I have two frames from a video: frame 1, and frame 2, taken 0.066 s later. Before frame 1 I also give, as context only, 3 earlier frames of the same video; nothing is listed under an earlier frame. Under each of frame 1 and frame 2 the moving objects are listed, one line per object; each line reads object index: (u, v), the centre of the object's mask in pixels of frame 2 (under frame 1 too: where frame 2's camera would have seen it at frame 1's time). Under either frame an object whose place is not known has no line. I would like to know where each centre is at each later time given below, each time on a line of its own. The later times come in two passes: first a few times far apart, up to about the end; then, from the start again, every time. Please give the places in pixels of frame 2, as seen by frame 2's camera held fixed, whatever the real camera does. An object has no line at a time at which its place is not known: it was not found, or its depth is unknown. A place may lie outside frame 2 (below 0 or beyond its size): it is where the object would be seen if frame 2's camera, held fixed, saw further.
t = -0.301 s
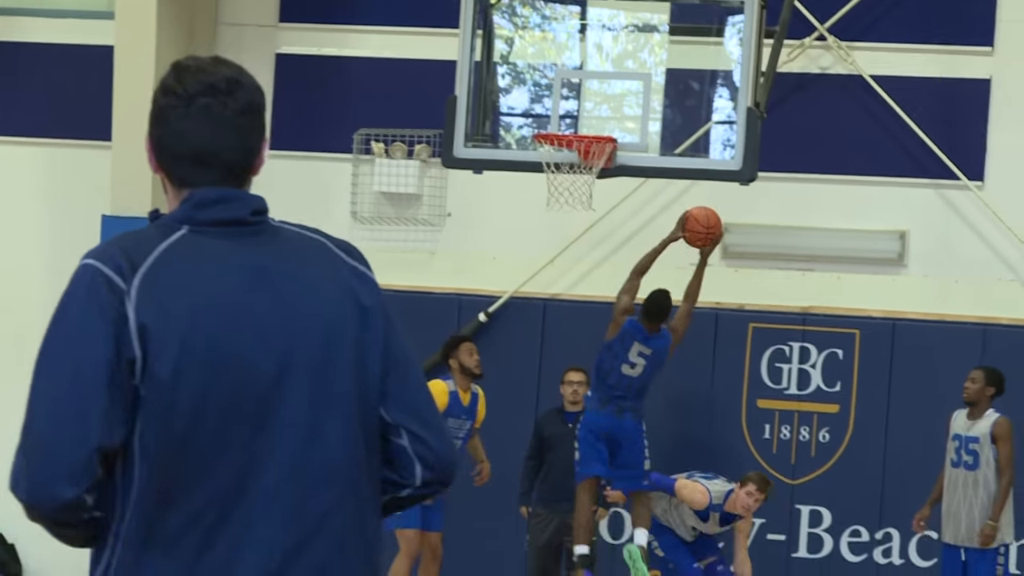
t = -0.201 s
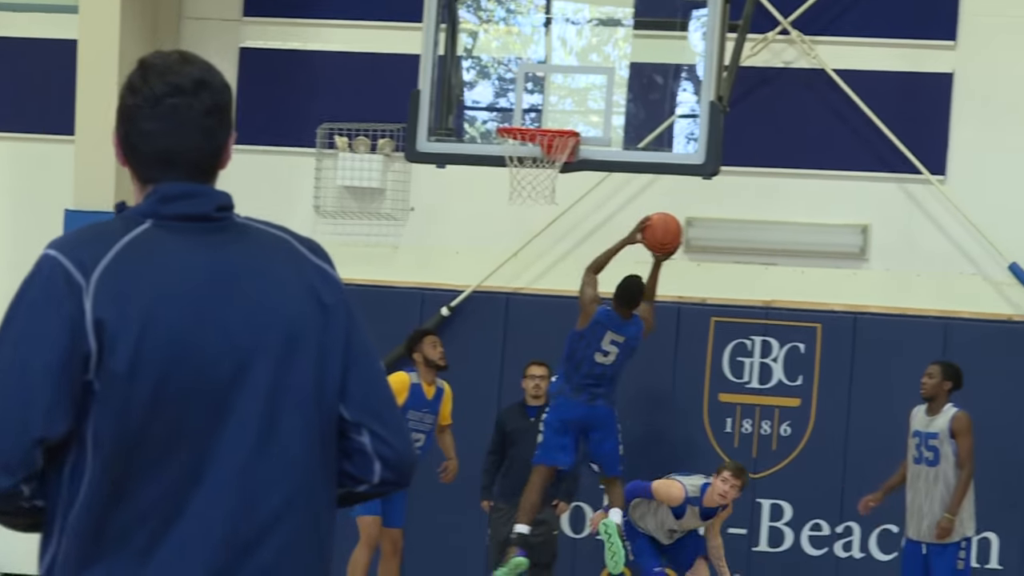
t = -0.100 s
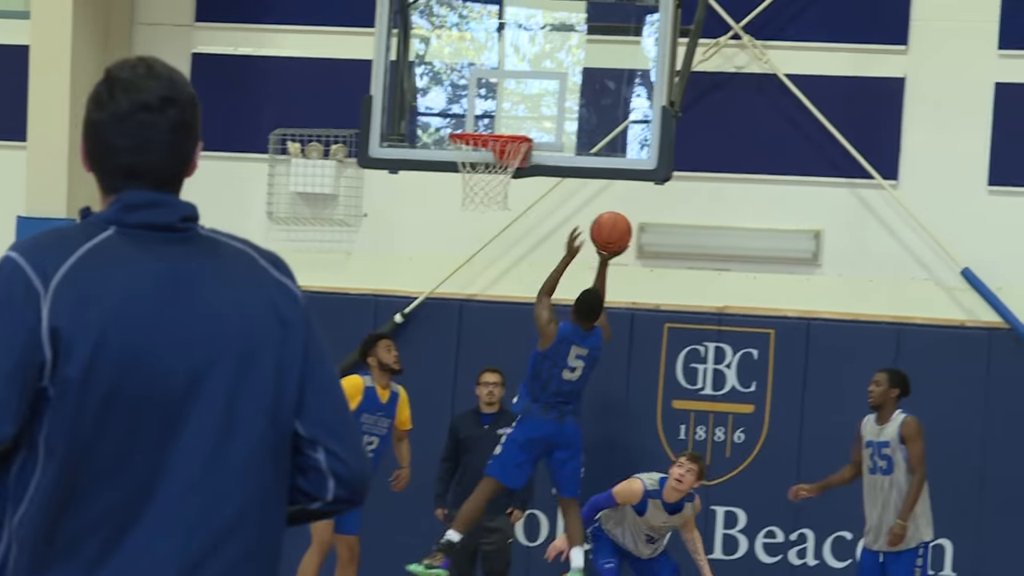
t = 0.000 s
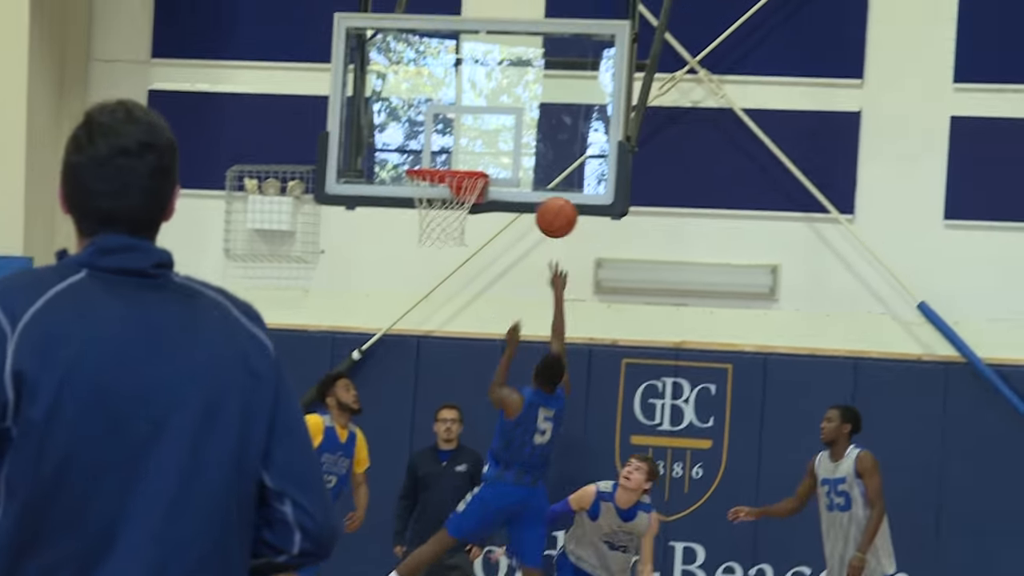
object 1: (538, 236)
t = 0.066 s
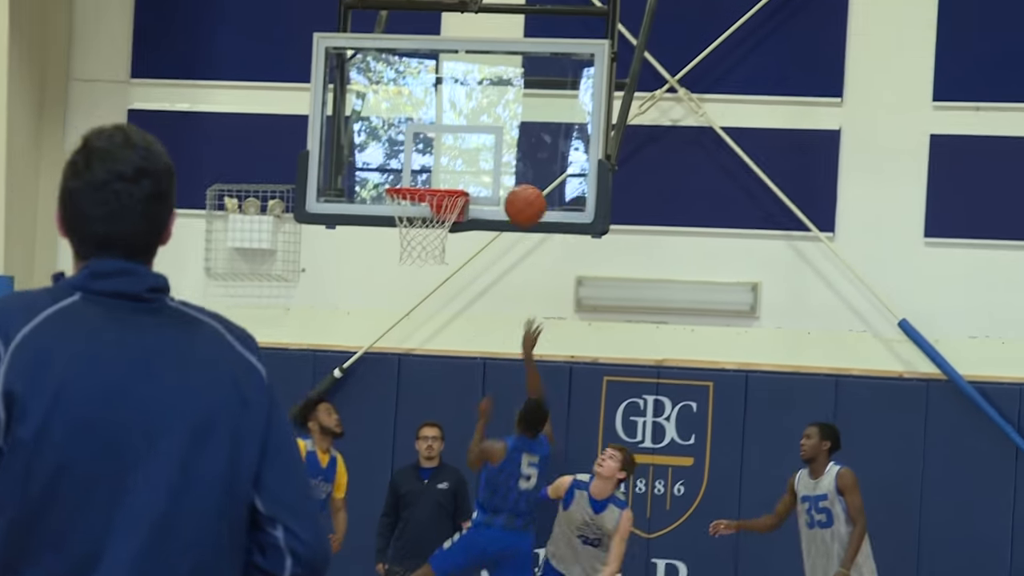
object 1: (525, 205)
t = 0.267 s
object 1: (486, 159)
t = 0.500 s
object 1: (424, 192)
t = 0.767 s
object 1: (395, 266)
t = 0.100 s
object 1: (518, 192)
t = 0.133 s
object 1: (512, 182)
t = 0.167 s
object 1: (506, 174)
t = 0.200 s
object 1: (499, 167)
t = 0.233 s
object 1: (492, 162)
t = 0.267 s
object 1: (486, 159)
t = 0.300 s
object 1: (479, 158)
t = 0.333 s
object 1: (470, 159)
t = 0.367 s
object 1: (461, 162)
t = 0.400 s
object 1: (452, 167)
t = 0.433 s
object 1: (443, 172)
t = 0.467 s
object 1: (434, 176)
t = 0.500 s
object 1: (424, 192)
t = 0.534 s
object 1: (415, 204)
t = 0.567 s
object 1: (405, 216)
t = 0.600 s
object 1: (399, 228)
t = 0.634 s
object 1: (397, 232)
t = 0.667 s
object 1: (398, 242)
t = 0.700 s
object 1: (396, 246)
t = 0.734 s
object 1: (395, 255)
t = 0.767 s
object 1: (395, 266)
